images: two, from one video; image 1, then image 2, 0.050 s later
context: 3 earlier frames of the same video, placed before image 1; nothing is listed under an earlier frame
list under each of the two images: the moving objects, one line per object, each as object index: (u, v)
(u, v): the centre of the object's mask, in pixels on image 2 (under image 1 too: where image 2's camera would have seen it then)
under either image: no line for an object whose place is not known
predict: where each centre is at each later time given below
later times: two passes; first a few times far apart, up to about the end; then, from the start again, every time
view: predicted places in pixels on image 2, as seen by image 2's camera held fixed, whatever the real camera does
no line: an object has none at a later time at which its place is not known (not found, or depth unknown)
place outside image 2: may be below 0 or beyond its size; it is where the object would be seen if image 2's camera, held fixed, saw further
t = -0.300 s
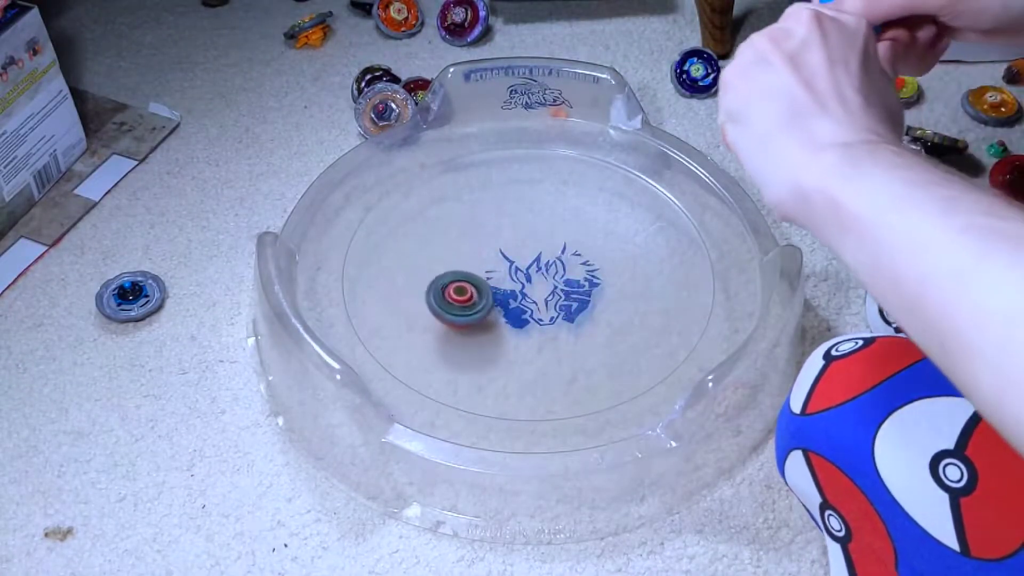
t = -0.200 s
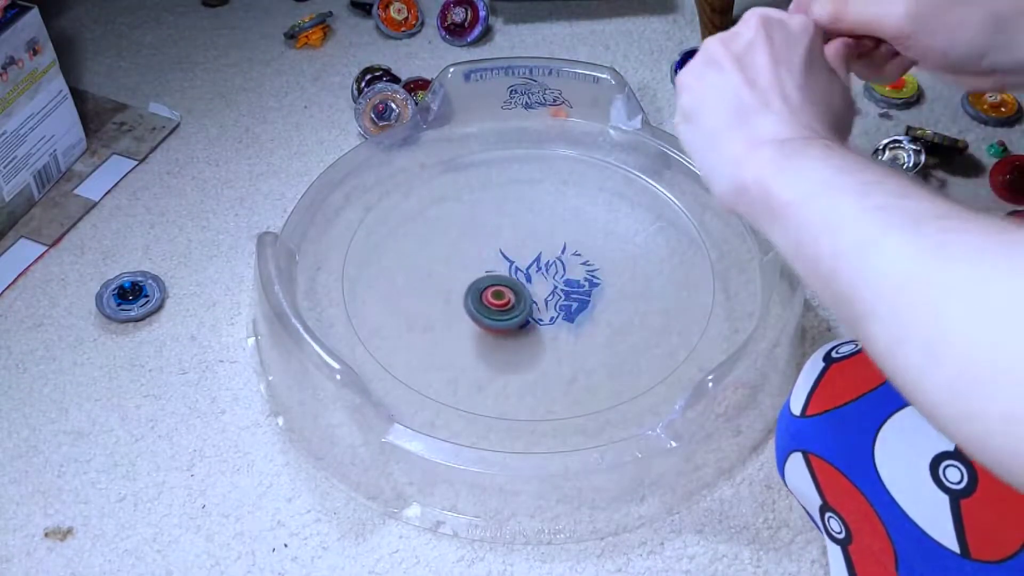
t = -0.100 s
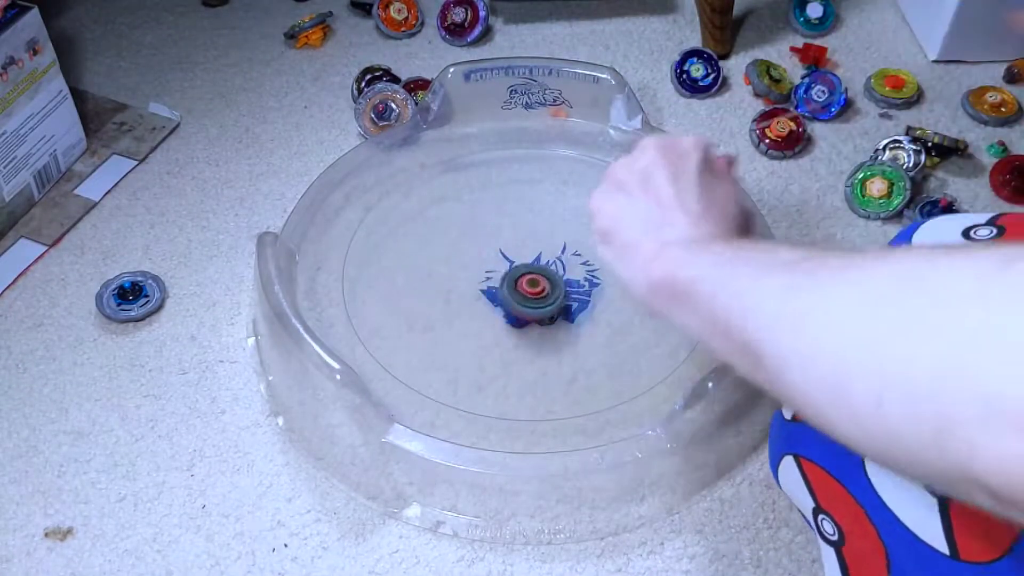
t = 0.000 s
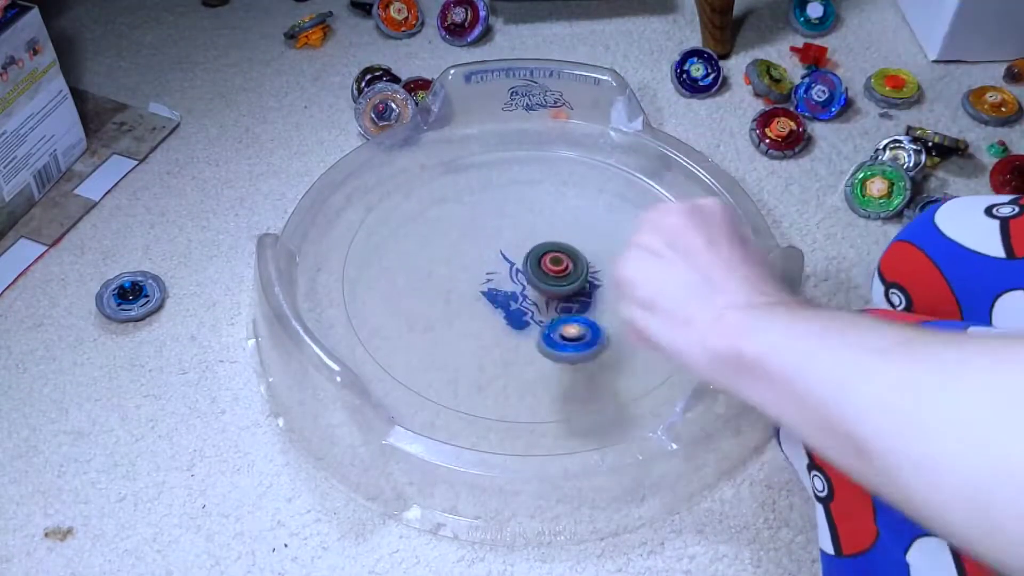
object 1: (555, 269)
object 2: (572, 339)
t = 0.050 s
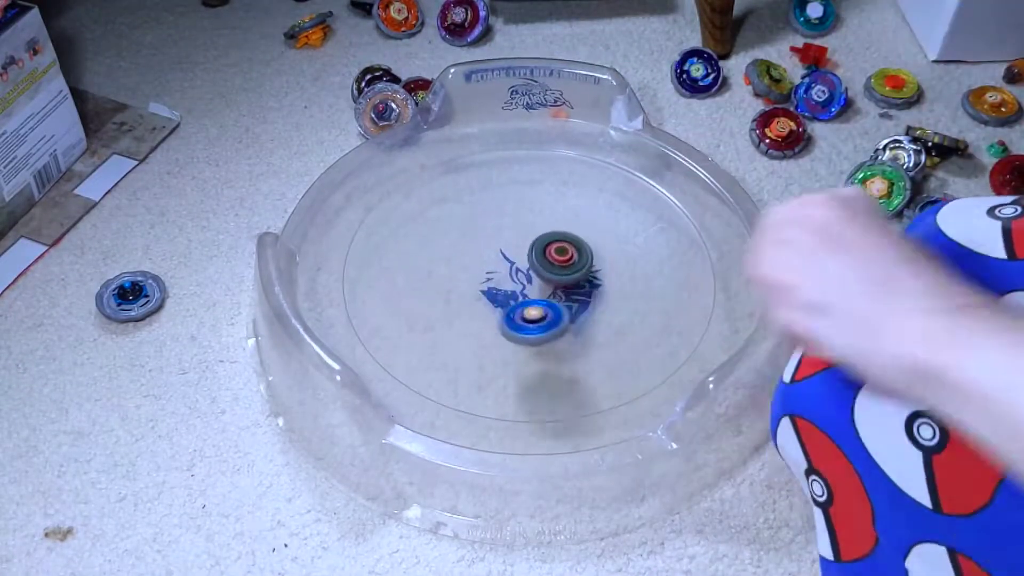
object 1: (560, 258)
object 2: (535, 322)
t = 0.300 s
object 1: (535, 208)
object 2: (419, 324)
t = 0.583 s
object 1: (486, 233)
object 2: (454, 381)
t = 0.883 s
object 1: (553, 272)
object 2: (477, 289)
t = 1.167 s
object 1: (601, 238)
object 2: (357, 294)
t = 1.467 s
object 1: (553, 229)
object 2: (509, 272)
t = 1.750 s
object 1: (566, 185)
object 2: (387, 191)
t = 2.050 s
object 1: (526, 233)
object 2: (481, 291)
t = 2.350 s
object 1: (627, 133)
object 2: (642, 276)
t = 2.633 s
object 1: (541, 135)
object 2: (457, 188)
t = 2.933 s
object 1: (470, 235)
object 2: (531, 355)
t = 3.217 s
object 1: (529, 343)
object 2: (625, 186)
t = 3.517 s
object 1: (635, 347)
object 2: (402, 223)
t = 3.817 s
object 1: (652, 295)
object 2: (629, 345)
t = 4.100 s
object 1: (624, 142)
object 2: (629, 364)
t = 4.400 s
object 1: (521, 223)
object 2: (596, 256)
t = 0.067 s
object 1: (561, 254)
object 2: (520, 322)
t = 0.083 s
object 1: (561, 250)
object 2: (509, 325)
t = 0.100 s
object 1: (561, 246)
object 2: (496, 330)
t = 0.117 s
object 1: (561, 242)
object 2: (488, 325)
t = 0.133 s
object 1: (560, 239)
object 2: (482, 319)
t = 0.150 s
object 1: (559, 235)
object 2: (475, 316)
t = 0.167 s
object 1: (558, 232)
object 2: (469, 316)
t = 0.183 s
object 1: (556, 228)
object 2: (463, 319)
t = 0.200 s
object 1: (554, 225)
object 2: (456, 319)
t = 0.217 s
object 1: (552, 221)
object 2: (450, 318)
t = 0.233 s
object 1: (549, 218)
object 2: (444, 318)
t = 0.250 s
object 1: (545, 215)
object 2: (437, 319)
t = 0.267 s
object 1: (542, 212)
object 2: (431, 320)
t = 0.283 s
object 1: (539, 210)
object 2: (425, 321)
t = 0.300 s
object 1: (535, 208)
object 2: (419, 324)
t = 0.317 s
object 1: (531, 206)
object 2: (413, 328)
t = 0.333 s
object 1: (527, 205)
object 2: (408, 332)
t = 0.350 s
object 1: (523, 204)
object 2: (402, 337)
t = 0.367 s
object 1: (519, 203)
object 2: (395, 343)
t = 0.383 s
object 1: (515, 203)
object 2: (393, 348)
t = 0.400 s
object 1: (511, 204)
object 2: (400, 348)
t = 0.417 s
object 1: (507, 204)
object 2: (407, 352)
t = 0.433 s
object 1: (503, 206)
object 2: (415, 359)
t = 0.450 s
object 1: (499, 207)
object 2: (421, 366)
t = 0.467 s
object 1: (496, 209)
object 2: (426, 368)
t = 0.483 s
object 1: (493, 212)
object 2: (431, 372)
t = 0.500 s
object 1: (491, 215)
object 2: (436, 374)
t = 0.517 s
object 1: (489, 218)
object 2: (441, 376)
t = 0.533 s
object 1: (488, 221)
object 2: (445, 378)
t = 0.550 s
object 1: (487, 225)
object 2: (448, 380)
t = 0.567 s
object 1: (486, 229)
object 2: (451, 381)
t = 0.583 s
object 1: (486, 233)
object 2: (454, 381)
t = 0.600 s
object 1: (486, 236)
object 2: (456, 380)
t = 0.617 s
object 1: (488, 241)
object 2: (458, 379)
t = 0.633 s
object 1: (489, 245)
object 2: (460, 377)
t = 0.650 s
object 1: (491, 249)
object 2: (463, 375)
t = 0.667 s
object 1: (493, 252)
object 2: (466, 372)
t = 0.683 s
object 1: (497, 256)
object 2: (468, 369)
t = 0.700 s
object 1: (500, 259)
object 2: (472, 365)
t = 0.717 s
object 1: (504, 262)
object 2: (476, 361)
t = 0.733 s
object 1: (509, 265)
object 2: (481, 356)
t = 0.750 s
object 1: (513, 267)
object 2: (486, 351)
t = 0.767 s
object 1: (518, 269)
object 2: (490, 344)
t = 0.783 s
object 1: (524, 270)
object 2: (493, 337)
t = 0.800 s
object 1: (528, 271)
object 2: (494, 329)
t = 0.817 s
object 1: (533, 272)
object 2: (494, 321)
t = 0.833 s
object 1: (538, 273)
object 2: (492, 313)
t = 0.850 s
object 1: (543, 273)
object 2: (488, 305)
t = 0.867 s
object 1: (548, 273)
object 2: (483, 296)
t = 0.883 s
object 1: (553, 272)
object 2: (477, 289)
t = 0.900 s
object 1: (558, 272)
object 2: (471, 282)
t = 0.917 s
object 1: (563, 271)
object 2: (462, 275)
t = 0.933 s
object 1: (567, 270)
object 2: (454, 269)
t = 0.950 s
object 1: (572, 269)
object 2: (444, 263)
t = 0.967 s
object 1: (576, 267)
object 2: (433, 258)
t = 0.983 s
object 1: (580, 265)
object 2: (422, 255)
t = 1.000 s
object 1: (584, 263)
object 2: (410, 252)
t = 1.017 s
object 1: (587, 261)
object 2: (398, 251)
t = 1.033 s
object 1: (591, 259)
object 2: (387, 251)
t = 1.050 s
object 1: (593, 256)
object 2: (374, 252)
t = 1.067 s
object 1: (596, 254)
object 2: (362, 254)
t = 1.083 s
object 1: (598, 251)
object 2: (350, 257)
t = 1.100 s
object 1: (599, 249)
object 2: (350, 261)
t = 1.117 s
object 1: (600, 246)
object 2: (351, 267)
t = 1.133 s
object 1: (601, 243)
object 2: (353, 278)
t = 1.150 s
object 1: (601, 240)
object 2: (355, 288)
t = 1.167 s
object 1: (601, 238)
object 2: (357, 294)
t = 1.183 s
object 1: (601, 235)
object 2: (359, 300)
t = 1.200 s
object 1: (600, 233)
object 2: (361, 305)
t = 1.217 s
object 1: (599, 230)
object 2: (364, 310)
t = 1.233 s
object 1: (597, 228)
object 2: (370, 313)
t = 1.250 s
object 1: (595, 227)
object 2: (376, 316)
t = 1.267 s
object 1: (593, 225)
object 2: (384, 318)
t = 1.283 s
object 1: (590, 224)
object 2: (394, 319)
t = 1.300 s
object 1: (587, 223)
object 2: (405, 320)
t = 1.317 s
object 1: (584, 222)
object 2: (417, 321)
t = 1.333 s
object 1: (580, 222)
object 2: (431, 321)
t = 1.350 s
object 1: (576, 222)
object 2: (446, 319)
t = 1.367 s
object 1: (572, 222)
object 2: (459, 316)
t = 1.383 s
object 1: (568, 223)
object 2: (473, 311)
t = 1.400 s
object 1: (564, 224)
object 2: (485, 305)
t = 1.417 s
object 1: (561, 226)
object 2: (494, 297)
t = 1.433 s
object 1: (557, 228)
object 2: (502, 289)
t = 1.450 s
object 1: (553, 230)
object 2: (507, 280)
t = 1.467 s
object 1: (553, 229)
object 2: (509, 272)
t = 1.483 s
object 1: (562, 219)
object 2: (503, 264)
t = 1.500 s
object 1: (570, 213)
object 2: (498, 260)
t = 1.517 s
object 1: (578, 209)
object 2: (494, 258)
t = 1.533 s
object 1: (584, 203)
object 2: (490, 252)
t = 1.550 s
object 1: (589, 200)
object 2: (488, 245)
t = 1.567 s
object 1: (593, 197)
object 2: (485, 239)
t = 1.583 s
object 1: (596, 194)
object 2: (480, 232)
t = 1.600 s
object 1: (596, 193)
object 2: (475, 225)
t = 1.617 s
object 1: (595, 191)
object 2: (468, 218)
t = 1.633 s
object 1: (593, 190)
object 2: (461, 212)
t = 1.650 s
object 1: (590, 189)
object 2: (452, 206)
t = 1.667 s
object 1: (587, 188)
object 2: (442, 201)
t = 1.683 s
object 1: (583, 187)
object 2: (431, 198)
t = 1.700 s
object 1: (579, 186)
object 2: (420, 195)
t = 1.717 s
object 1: (574, 185)
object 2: (408, 193)
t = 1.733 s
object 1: (570, 185)
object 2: (397, 192)
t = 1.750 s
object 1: (566, 185)
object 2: (387, 191)
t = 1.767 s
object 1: (561, 186)
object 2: (380, 193)
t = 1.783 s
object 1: (557, 187)
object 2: (376, 200)
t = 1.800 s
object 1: (552, 188)
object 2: (372, 210)
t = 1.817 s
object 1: (548, 190)
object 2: (370, 215)
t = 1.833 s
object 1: (544, 192)
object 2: (368, 220)
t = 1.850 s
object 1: (540, 195)
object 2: (368, 225)
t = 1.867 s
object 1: (537, 198)
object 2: (371, 231)
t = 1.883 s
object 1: (533, 201)
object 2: (375, 237)
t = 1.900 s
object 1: (530, 204)
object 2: (380, 243)
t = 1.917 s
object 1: (527, 207)
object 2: (387, 250)
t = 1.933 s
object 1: (525, 212)
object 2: (395, 258)
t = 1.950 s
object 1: (522, 215)
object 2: (407, 267)
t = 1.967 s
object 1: (521, 220)
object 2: (419, 273)
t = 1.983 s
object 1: (519, 224)
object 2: (432, 278)
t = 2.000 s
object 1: (518, 229)
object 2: (447, 282)
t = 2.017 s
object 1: (517, 233)
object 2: (463, 285)
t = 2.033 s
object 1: (517, 237)
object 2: (478, 284)
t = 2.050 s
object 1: (526, 233)
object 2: (481, 291)
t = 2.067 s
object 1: (544, 218)
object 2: (477, 306)
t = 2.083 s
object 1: (560, 204)
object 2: (475, 318)
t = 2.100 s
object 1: (575, 191)
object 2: (475, 328)
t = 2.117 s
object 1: (588, 180)
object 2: (477, 338)
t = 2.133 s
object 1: (600, 170)
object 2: (482, 346)
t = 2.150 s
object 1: (610, 161)
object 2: (490, 352)
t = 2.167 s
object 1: (618, 153)
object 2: (500, 356)
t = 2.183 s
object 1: (623, 148)
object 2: (512, 358)
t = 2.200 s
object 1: (628, 145)
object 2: (526, 359)
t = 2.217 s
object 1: (632, 144)
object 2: (543, 357)
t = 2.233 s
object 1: (634, 142)
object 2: (561, 354)
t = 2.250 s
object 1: (635, 141)
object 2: (578, 347)
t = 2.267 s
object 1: (634, 139)
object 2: (594, 338)
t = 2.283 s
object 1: (634, 138)
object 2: (609, 328)
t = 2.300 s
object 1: (633, 137)
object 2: (621, 316)
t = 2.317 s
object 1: (631, 135)
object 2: (631, 304)
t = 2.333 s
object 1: (629, 134)
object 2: (638, 290)
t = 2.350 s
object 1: (627, 133)
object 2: (642, 276)
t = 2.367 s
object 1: (624, 134)
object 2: (644, 262)
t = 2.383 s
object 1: (620, 135)
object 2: (643, 248)
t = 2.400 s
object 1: (617, 137)
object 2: (640, 234)
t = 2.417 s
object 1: (613, 138)
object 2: (634, 221)
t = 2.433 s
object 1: (610, 140)
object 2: (626, 208)
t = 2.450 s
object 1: (607, 141)
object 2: (616, 197)
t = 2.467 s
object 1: (605, 136)
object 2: (604, 190)
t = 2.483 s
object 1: (603, 124)
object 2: (590, 187)
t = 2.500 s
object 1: (598, 119)
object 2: (577, 187)
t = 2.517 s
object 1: (588, 118)
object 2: (563, 184)
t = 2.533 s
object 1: (578, 120)
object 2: (549, 182)
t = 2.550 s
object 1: (569, 125)
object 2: (534, 181)
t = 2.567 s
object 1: (563, 124)
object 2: (518, 179)
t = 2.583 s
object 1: (557, 126)
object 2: (503, 179)
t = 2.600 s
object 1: (551, 128)
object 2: (486, 180)
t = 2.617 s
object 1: (547, 130)
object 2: (471, 183)
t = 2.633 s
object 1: (541, 135)
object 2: (457, 188)
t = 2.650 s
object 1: (536, 140)
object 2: (443, 195)
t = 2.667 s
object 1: (531, 143)
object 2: (432, 202)
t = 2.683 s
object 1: (526, 147)
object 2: (422, 211)
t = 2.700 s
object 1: (521, 151)
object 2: (413, 221)
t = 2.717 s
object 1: (517, 155)
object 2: (407, 232)
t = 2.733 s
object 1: (512, 160)
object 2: (403, 244)
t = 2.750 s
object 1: (508, 165)
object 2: (401, 257)
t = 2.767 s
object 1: (503, 170)
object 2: (402, 270)
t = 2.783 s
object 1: (499, 175)
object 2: (405, 282)
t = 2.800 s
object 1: (495, 181)
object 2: (410, 295)
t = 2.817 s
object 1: (490, 187)
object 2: (417, 307)
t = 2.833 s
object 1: (486, 193)
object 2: (428, 319)
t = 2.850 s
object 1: (483, 200)
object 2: (441, 329)
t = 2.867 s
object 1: (479, 206)
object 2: (456, 339)
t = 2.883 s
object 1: (476, 213)
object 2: (474, 346)
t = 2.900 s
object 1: (474, 221)
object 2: (492, 351)
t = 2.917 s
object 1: (472, 228)
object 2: (512, 354)
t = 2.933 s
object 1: (470, 235)
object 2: (531, 355)
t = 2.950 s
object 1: (469, 243)
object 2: (552, 353)
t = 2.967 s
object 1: (469, 252)
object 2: (571, 351)
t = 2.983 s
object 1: (469, 259)
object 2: (589, 344)
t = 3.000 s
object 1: (470, 267)
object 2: (606, 338)
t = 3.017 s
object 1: (472, 274)
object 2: (621, 329)
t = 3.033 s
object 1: (474, 281)
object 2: (634, 318)
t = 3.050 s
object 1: (477, 289)
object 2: (645, 307)
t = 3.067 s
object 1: (480, 296)
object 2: (653, 294)
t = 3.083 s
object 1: (484, 302)
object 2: (659, 281)
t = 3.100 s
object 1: (488, 309)
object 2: (662, 268)
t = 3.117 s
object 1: (494, 315)
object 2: (663, 255)
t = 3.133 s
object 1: (498, 322)
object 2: (662, 242)
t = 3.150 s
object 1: (504, 327)
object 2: (658, 229)
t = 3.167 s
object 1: (510, 331)
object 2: (652, 217)
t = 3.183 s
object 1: (516, 335)
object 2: (645, 205)
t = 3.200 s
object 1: (523, 339)
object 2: (636, 195)
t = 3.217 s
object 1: (529, 343)
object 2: (625, 186)
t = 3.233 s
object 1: (536, 346)
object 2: (613, 178)
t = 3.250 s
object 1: (542, 348)
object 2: (601, 171)
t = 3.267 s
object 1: (549, 350)
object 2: (588, 164)
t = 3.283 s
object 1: (555, 352)
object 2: (574, 160)
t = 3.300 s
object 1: (561, 353)
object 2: (560, 156)
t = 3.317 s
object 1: (568, 354)
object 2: (545, 154)
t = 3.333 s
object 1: (574, 355)
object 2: (530, 153)
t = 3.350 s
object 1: (580, 356)
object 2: (515, 153)
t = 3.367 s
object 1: (587, 356)
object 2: (500, 154)
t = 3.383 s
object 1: (593, 356)
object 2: (486, 157)
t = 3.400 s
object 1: (599, 355)
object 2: (472, 161)
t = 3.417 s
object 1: (605, 355)
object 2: (459, 166)
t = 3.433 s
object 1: (611, 354)
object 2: (447, 173)
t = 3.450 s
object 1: (616, 353)
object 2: (435, 180)
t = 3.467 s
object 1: (621, 352)
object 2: (425, 189)
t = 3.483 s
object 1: (626, 350)
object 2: (416, 199)
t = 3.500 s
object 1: (631, 349)
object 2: (409, 210)
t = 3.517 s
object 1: (635, 347)
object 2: (402, 223)
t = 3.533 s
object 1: (638, 346)
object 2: (398, 236)
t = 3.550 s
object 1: (642, 344)
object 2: (396, 250)
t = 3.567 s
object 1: (646, 342)
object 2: (396, 264)
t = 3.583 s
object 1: (649, 340)
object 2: (399, 279)
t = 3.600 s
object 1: (652, 338)
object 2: (405, 293)
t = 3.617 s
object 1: (654, 335)
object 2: (413, 307)
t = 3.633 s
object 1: (656, 333)
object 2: (423, 320)
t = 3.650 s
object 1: (658, 330)
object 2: (436, 332)
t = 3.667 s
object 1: (660, 327)
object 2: (452, 342)
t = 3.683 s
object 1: (660, 324)
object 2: (469, 351)
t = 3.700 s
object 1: (661, 320)
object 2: (488, 358)
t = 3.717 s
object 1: (661, 317)
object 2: (509, 363)
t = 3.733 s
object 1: (660, 313)
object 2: (530, 365)
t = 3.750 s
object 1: (660, 309)
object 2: (551, 365)
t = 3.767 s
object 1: (658, 306)
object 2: (572, 363)
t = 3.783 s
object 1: (656, 302)
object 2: (592, 359)
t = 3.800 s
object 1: (655, 299)
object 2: (611, 352)
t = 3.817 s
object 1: (652, 295)
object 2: (629, 345)
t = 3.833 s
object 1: (660, 275)
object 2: (632, 352)
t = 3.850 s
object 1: (669, 248)
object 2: (631, 364)
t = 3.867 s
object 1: (677, 221)
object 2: (629, 378)
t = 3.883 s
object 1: (683, 194)
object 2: (626, 380)
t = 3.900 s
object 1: (678, 171)
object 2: (621, 377)
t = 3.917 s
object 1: (673, 150)
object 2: (614, 377)
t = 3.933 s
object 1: (668, 133)
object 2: (608, 380)
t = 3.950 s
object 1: (658, 119)
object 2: (602, 385)
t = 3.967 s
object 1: (649, 110)
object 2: (600, 383)
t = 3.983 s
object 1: (647, 106)
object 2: (600, 380)
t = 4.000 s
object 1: (644, 104)
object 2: (600, 379)
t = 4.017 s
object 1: (642, 106)
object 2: (602, 377)
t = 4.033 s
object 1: (640, 111)
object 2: (605, 375)
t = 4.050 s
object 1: (637, 120)
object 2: (610, 373)
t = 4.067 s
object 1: (633, 131)
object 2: (616, 370)
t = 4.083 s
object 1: (629, 138)
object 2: (622, 367)
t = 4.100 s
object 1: (624, 142)
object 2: (629, 364)
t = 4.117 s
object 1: (619, 150)
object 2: (638, 361)
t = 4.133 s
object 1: (613, 158)
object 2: (646, 357)
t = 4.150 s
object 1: (607, 163)
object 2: (655, 352)
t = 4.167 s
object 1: (601, 170)
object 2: (661, 345)
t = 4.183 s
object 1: (595, 176)
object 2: (666, 338)
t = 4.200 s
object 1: (588, 182)
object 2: (669, 330)
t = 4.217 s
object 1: (582, 187)
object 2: (670, 322)
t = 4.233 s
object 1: (576, 193)
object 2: (669, 314)
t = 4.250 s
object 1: (569, 198)
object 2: (666, 305)
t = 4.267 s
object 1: (563, 203)
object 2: (662, 297)
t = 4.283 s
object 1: (558, 207)
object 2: (656, 289)
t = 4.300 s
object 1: (553, 211)
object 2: (649, 281)
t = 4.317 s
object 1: (548, 215)
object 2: (640, 273)
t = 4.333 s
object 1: (544, 218)
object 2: (631, 267)
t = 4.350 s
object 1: (541, 222)
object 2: (620, 262)
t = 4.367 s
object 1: (538, 225)
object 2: (608, 257)
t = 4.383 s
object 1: (537, 228)
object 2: (596, 253)
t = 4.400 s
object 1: (521, 223)
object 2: (596, 256)
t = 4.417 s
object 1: (502, 215)
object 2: (598, 260)
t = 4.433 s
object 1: (484, 208)
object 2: (599, 263)
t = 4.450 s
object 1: (469, 203)
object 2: (596, 266)
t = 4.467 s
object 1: (456, 198)
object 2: (593, 268)
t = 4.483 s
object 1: (443, 194)
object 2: (586, 270)
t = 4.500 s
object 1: (433, 192)
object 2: (578, 272)
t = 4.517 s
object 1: (423, 191)
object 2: (570, 273)
